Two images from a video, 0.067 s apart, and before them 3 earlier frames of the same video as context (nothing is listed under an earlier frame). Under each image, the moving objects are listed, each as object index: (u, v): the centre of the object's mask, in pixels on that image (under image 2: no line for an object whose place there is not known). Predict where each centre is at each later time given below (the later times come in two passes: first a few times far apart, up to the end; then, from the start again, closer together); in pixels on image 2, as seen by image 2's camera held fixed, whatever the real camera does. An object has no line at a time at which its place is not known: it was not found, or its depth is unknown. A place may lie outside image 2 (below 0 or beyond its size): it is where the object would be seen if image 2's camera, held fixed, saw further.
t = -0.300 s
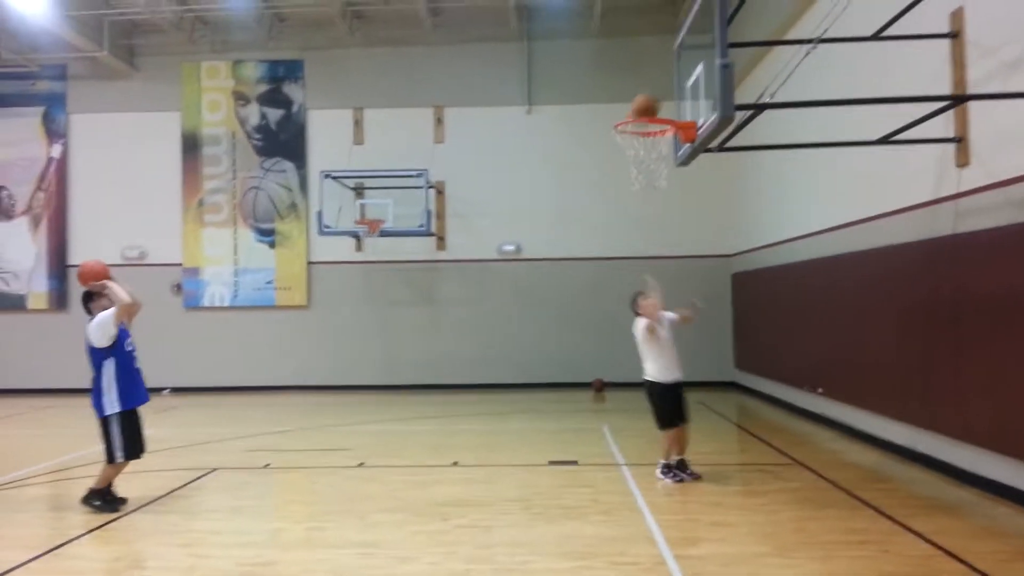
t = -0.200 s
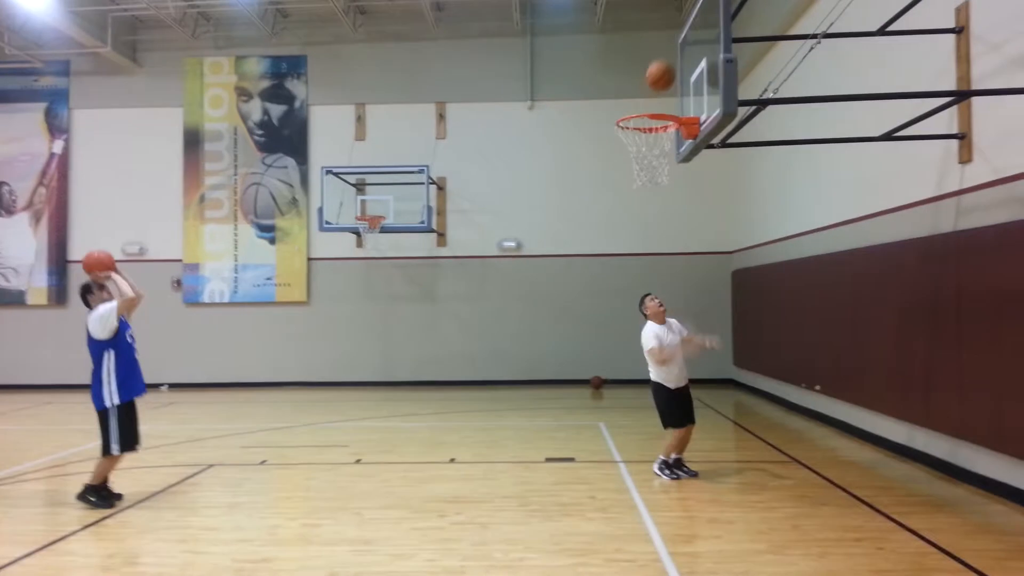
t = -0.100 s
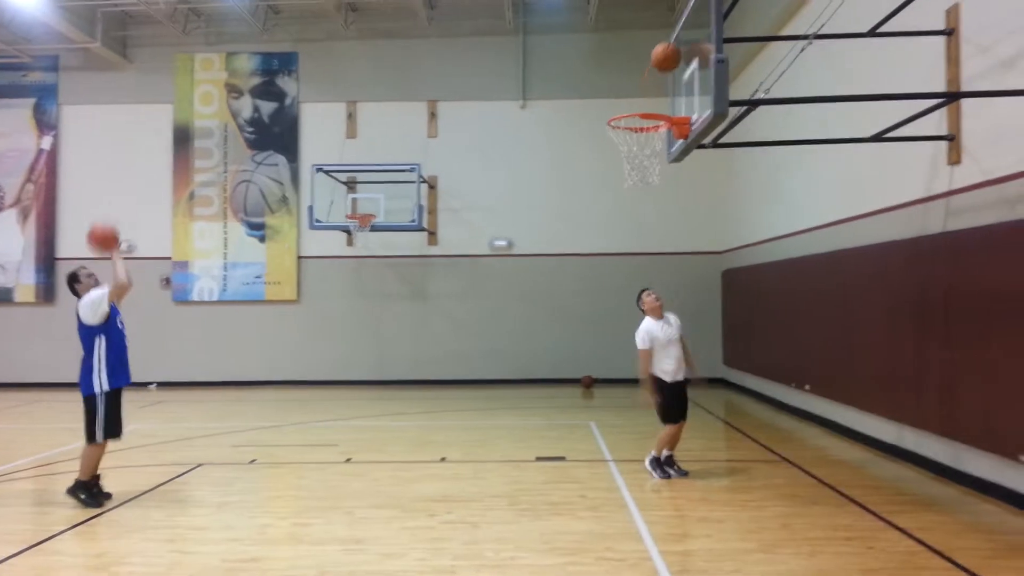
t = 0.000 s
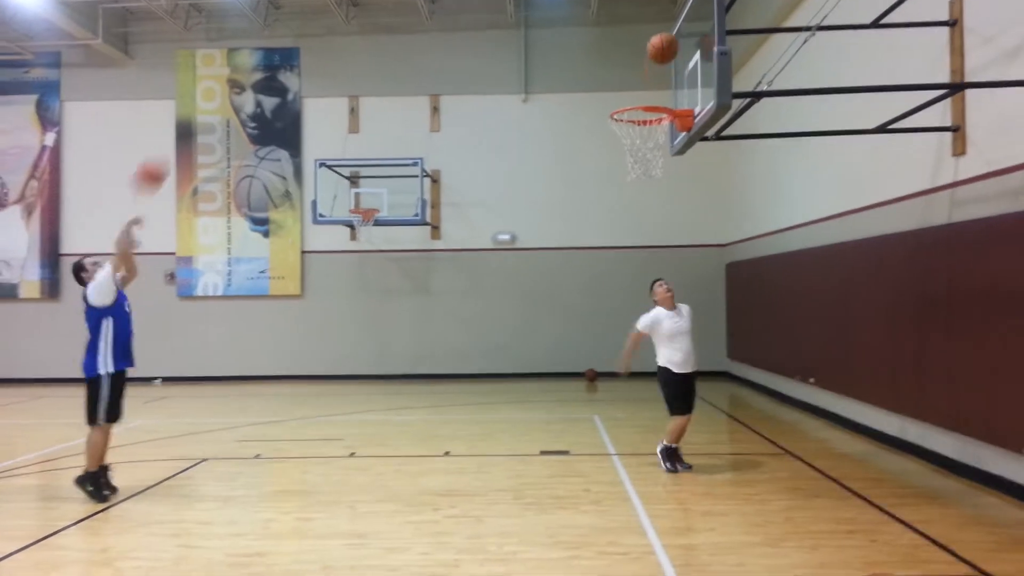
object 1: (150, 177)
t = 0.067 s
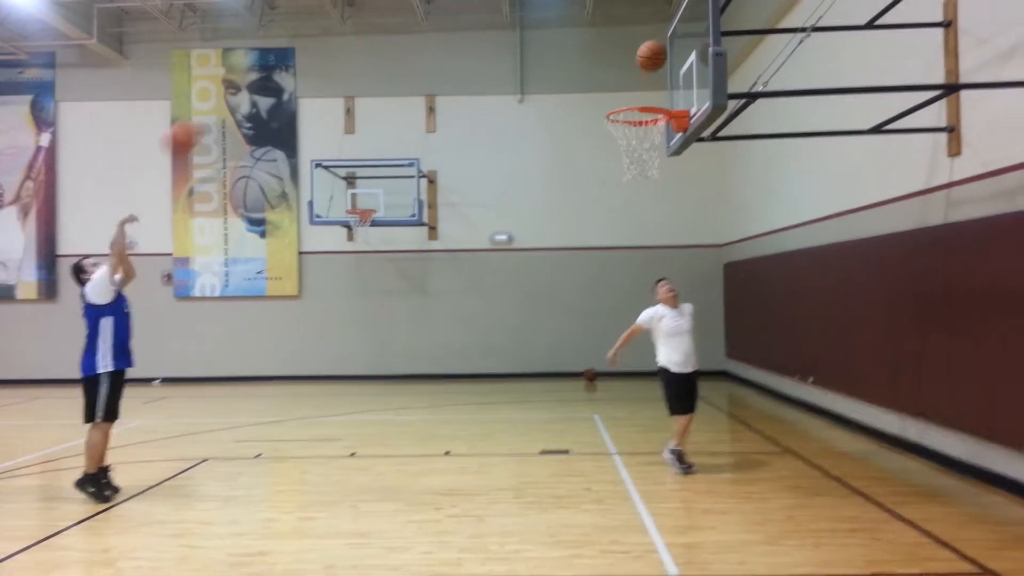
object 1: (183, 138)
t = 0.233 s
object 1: (273, 63)
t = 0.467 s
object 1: (398, 16)
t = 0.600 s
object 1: (470, 19)
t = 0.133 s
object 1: (221, 104)
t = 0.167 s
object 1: (237, 88)
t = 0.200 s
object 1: (253, 76)
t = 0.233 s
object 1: (273, 63)
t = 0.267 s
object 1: (292, 52)
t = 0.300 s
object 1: (310, 44)
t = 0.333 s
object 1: (326, 38)
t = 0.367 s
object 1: (347, 29)
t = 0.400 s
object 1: (365, 25)
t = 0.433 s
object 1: (381, 20)
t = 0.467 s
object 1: (398, 16)
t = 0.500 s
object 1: (417, 15)
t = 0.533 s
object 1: (437, 16)
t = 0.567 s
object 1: (454, 15)
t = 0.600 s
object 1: (470, 19)
